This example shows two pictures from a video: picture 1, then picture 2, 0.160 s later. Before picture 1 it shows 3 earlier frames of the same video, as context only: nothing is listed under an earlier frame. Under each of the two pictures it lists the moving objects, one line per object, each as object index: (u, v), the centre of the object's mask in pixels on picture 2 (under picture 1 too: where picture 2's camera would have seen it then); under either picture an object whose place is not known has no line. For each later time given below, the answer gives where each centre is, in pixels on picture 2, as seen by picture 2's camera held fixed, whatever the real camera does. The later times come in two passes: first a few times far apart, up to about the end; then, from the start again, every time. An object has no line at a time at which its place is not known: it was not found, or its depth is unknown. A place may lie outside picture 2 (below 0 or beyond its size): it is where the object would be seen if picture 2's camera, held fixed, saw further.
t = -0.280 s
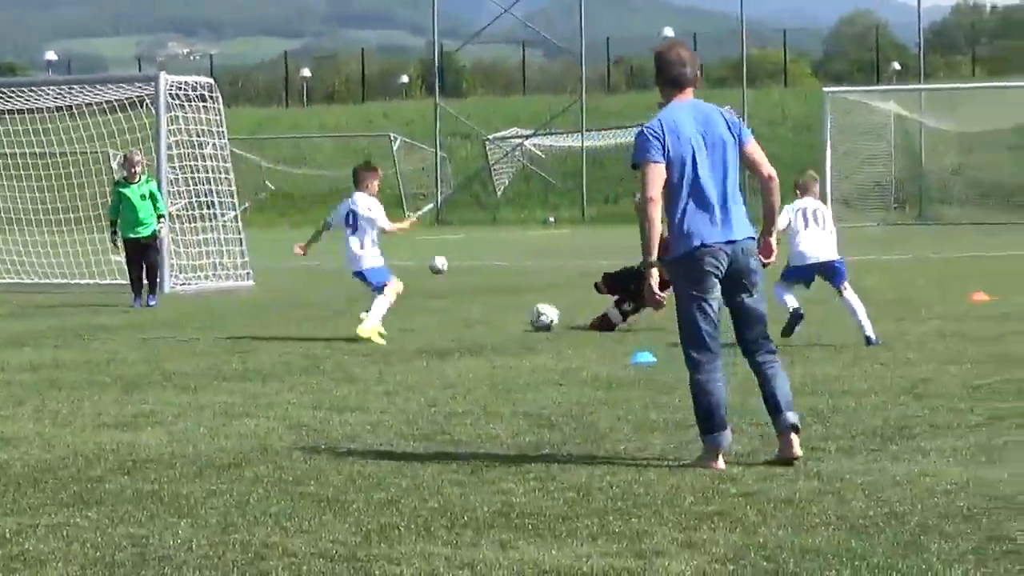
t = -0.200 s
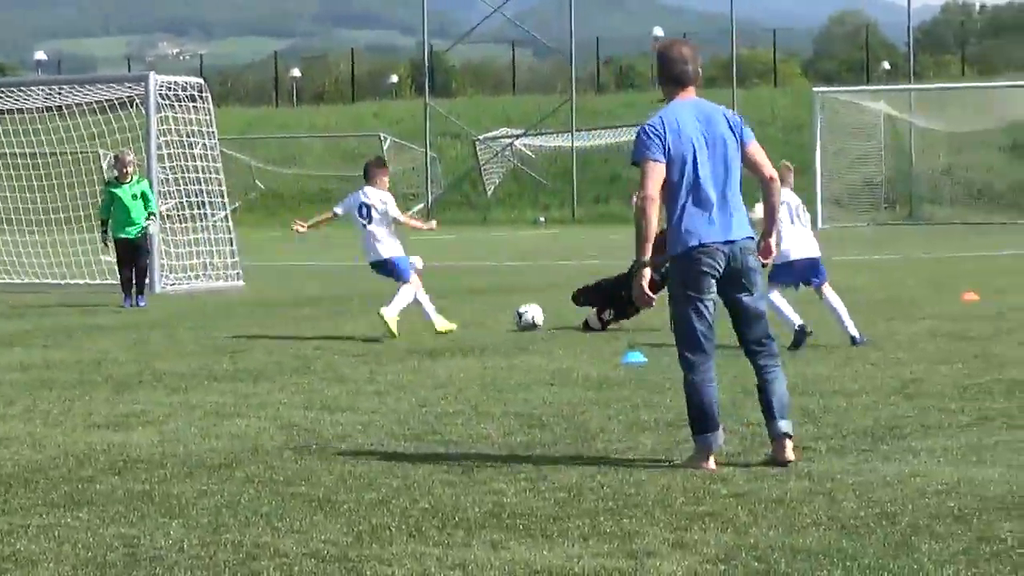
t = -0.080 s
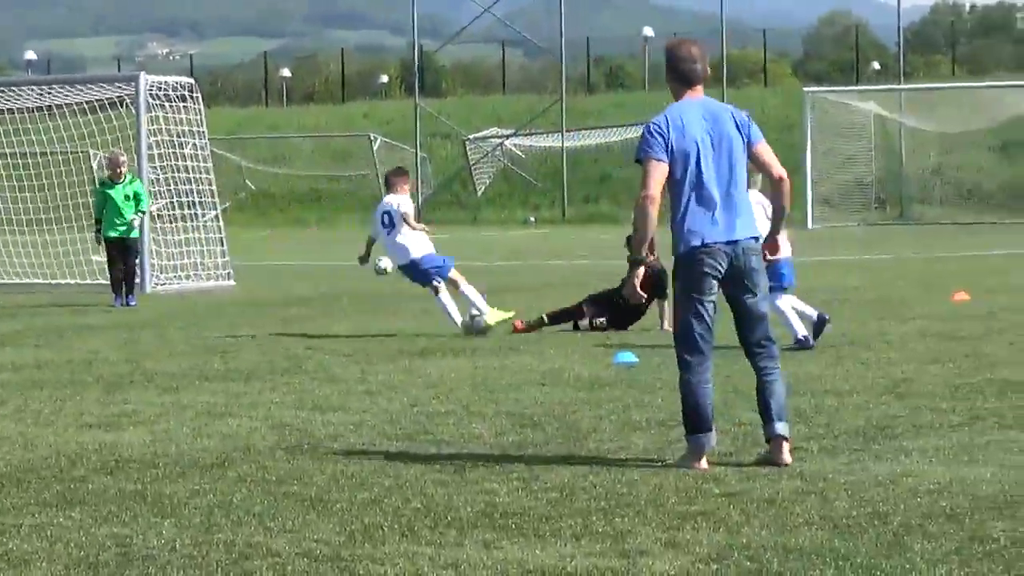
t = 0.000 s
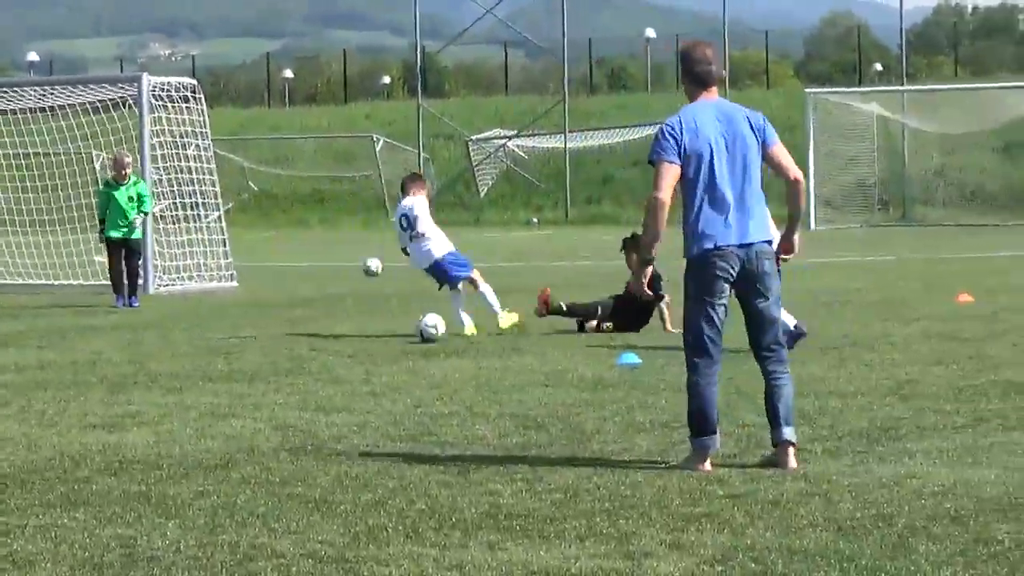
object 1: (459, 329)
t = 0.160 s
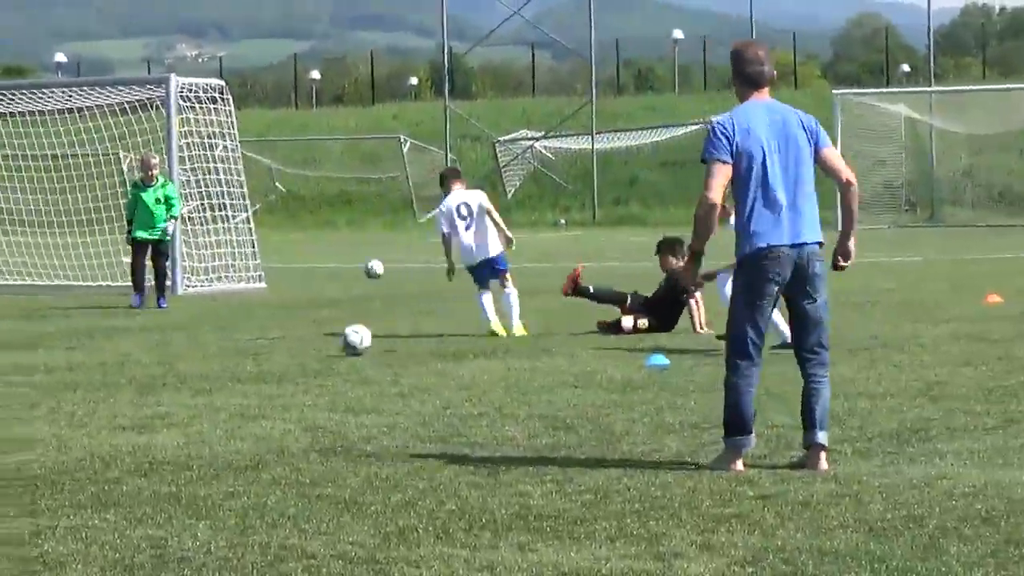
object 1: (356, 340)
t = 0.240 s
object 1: (308, 344)
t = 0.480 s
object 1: (180, 360)
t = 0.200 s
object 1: (332, 342)
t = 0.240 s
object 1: (308, 344)
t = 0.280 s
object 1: (285, 348)
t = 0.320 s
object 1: (263, 349)
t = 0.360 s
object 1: (242, 352)
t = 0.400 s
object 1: (220, 355)
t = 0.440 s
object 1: (200, 357)
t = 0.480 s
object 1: (180, 360)
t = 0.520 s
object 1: (160, 361)
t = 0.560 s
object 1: (140, 363)
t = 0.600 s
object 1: (122, 364)
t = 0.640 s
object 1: (106, 366)
